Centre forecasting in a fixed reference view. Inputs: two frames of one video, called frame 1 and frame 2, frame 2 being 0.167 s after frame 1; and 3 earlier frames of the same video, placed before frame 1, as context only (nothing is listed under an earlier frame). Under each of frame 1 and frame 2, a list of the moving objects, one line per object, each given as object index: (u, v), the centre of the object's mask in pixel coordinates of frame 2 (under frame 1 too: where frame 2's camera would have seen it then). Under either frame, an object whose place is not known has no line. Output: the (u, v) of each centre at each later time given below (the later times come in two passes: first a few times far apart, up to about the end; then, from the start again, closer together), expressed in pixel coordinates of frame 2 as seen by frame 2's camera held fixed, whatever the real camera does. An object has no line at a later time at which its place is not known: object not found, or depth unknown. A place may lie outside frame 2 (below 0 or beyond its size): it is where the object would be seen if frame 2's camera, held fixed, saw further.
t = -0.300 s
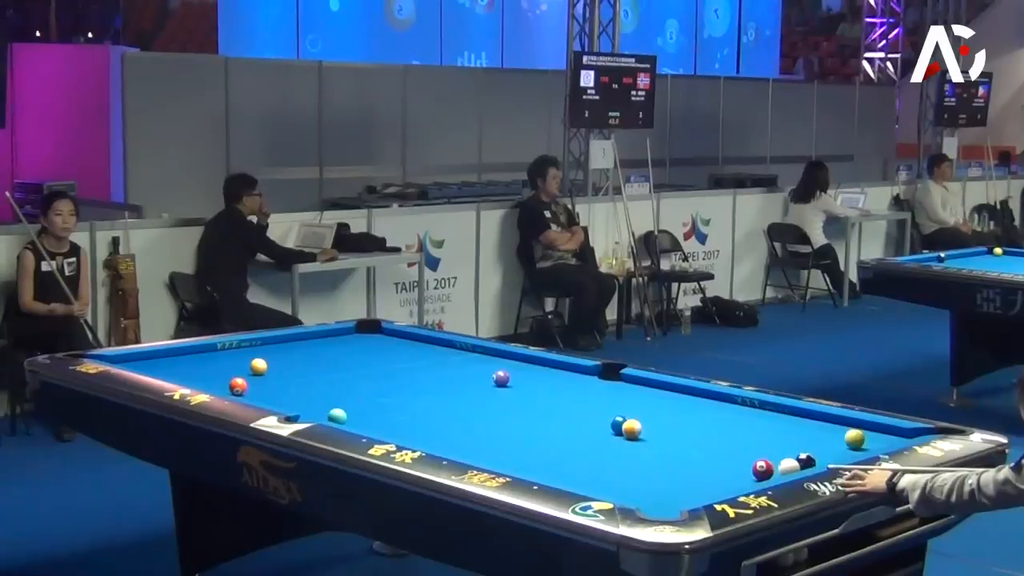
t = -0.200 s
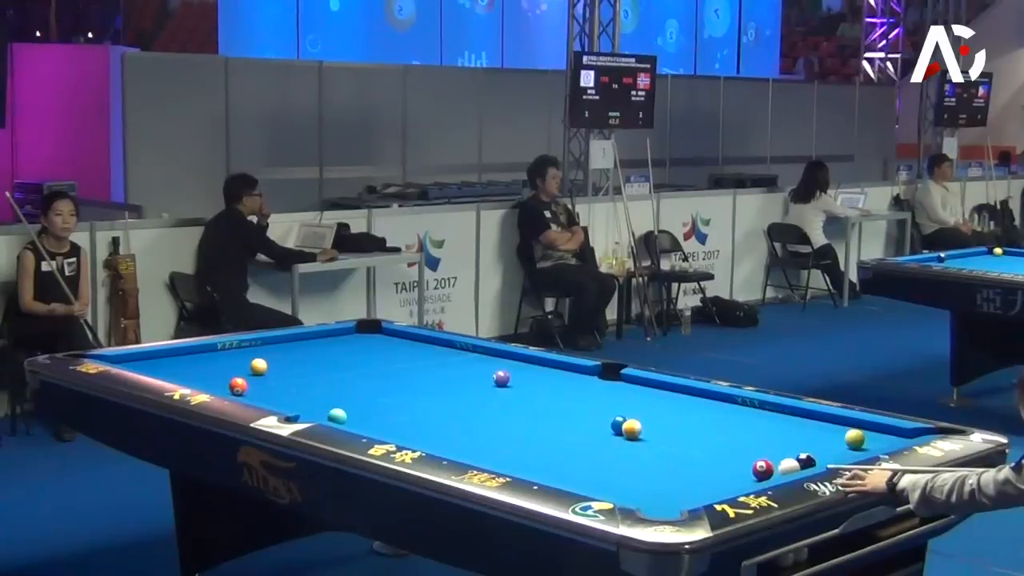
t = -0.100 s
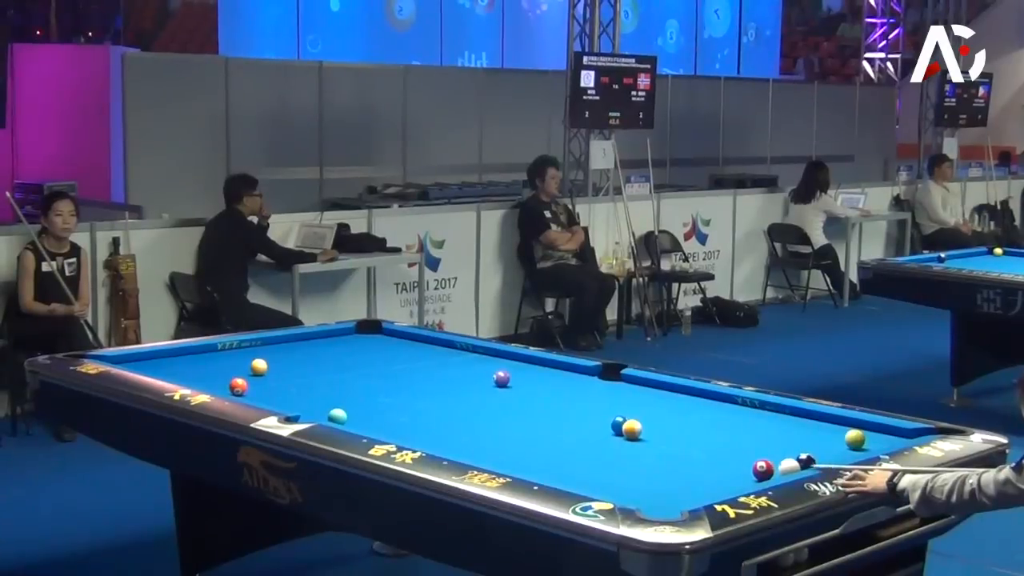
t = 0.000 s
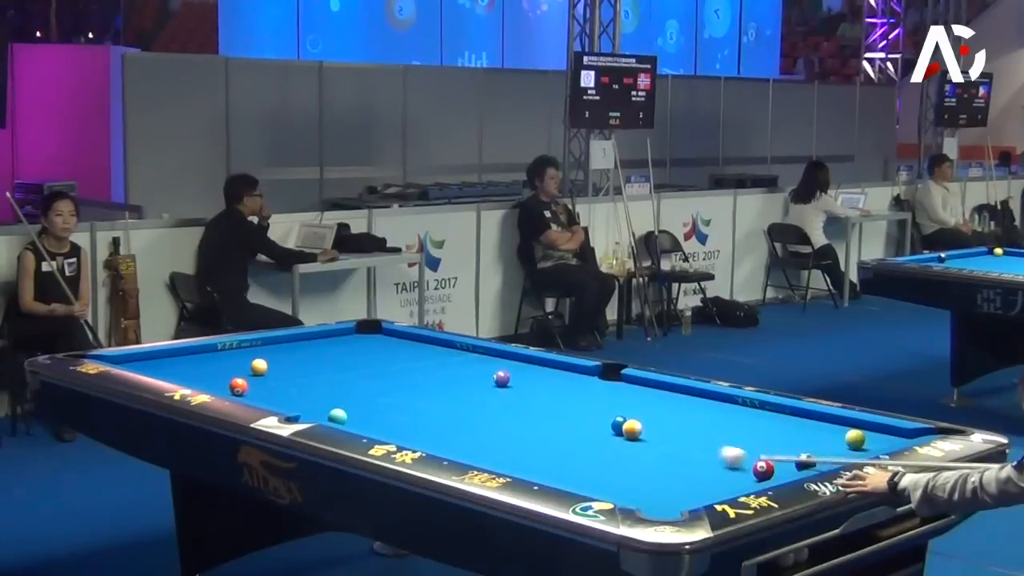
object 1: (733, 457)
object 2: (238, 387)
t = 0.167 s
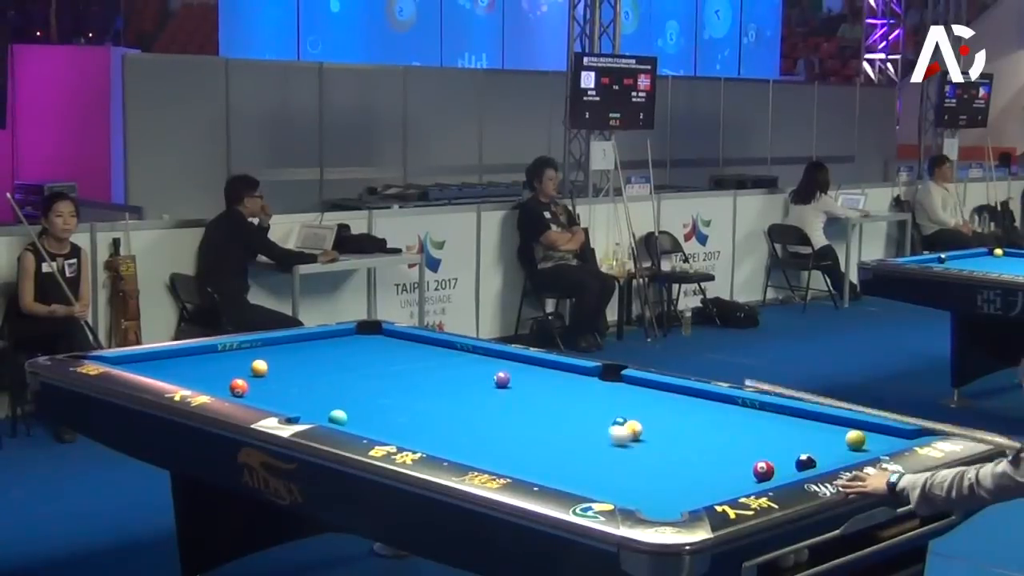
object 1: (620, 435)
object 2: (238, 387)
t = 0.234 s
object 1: (579, 426)
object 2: (238, 387)
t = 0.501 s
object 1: (432, 397)
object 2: (238, 387)
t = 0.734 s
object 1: (323, 375)
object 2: (238, 387)
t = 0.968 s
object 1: (227, 355)
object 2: (238, 387)
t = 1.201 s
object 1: (224, 359)
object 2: (238, 387)
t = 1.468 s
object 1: (237, 371)
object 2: (238, 387)
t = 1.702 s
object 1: (227, 381)
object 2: (239, 388)
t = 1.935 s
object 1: (209, 387)
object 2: (249, 390)
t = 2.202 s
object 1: (233, 388)
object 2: (264, 393)
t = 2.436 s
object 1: (253, 388)
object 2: (276, 396)
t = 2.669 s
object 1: (272, 387)
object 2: (287, 398)
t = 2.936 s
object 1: (292, 385)
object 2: (299, 401)
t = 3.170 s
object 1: (308, 385)
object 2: (308, 403)
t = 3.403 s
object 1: (323, 384)
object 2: (317, 404)
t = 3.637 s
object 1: (336, 383)
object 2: (324, 406)
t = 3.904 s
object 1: (350, 383)
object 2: (329, 407)
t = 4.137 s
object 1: (360, 382)
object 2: (335, 406)
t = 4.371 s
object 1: (370, 382)
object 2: (341, 407)
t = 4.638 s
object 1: (378, 381)
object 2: (346, 409)
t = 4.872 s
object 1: (385, 381)
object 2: (349, 411)
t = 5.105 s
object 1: (390, 381)
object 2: (351, 412)
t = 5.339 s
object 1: (394, 380)
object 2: (352, 413)
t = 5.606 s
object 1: (396, 381)
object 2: (352, 413)
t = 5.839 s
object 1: (398, 381)
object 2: (352, 413)
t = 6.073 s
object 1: (398, 380)
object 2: (352, 413)
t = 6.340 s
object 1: (397, 381)
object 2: (352, 413)
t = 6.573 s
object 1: (397, 381)
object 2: (352, 413)
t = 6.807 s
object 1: (397, 381)
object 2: (352, 413)
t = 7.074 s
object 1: (397, 381)
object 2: (352, 413)
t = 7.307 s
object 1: (397, 381)
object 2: (352, 413)
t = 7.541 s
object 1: (397, 381)
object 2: (352, 413)
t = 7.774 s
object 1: (398, 381)
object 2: (352, 413)
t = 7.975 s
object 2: (352, 413)
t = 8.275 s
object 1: (397, 380)
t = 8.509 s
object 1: (398, 380)
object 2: (352, 413)
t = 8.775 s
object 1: (398, 380)
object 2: (352, 413)
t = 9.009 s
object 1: (398, 380)
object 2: (352, 413)
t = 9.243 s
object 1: (398, 381)
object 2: (352, 413)
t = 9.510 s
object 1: (398, 381)
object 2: (352, 413)
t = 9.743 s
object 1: (398, 380)
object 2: (352, 413)
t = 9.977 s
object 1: (397, 380)
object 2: (352, 413)
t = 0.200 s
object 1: (599, 431)
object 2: (238, 387)
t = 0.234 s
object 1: (579, 426)
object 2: (238, 387)
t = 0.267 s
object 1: (559, 423)
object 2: (238, 387)
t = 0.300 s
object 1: (540, 419)
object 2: (238, 387)
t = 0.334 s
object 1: (521, 415)
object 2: (238, 387)
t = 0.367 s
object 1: (502, 411)
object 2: (238, 387)
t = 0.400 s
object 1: (484, 407)
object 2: (238, 387)
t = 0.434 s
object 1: (466, 404)
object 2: (238, 387)
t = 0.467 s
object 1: (449, 400)
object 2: (238, 387)
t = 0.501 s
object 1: (432, 397)
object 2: (238, 387)
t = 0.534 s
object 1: (416, 394)
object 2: (238, 387)
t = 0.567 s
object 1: (399, 390)
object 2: (238, 387)
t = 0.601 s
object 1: (383, 387)
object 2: (238, 387)
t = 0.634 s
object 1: (368, 384)
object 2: (238, 387)
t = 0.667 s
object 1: (353, 381)
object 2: (238, 387)
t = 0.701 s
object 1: (338, 378)
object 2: (238, 387)
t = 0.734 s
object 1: (323, 375)
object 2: (238, 387)
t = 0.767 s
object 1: (309, 371)
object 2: (238, 387)
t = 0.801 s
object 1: (295, 369)
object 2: (238, 387)
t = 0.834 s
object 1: (281, 366)
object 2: (238, 387)
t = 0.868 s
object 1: (269, 362)
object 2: (238, 387)
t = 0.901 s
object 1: (252, 358)
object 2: (238, 387)
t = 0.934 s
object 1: (240, 358)
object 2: (238, 387)
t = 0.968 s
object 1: (227, 355)
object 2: (238, 387)
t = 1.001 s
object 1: (215, 353)
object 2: (238, 387)
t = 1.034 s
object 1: (203, 350)
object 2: (238, 387)
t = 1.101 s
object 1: (207, 353)
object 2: (238, 387)
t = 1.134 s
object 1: (213, 355)
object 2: (238, 387)
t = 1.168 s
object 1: (219, 357)
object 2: (238, 387)
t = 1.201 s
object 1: (224, 359)
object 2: (238, 387)
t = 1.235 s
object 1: (229, 361)
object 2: (238, 387)
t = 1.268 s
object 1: (234, 363)
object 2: (238, 387)
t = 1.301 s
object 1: (239, 365)
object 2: (238, 387)
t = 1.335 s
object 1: (243, 367)
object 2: (238, 387)
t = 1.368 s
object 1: (241, 368)
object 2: (238, 387)
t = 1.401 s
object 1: (239, 369)
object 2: (238, 387)
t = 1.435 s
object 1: (238, 370)
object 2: (238, 387)
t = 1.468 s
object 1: (237, 371)
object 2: (238, 387)
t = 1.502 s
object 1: (235, 372)
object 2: (238, 387)
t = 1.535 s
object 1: (234, 373)
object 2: (238, 387)
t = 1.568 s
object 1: (232, 375)
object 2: (239, 387)
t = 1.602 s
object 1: (231, 376)
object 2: (239, 388)
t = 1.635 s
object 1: (230, 377)
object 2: (239, 388)
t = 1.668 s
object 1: (228, 380)
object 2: (239, 388)
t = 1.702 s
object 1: (227, 381)
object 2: (239, 388)
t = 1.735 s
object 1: (225, 383)
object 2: (239, 388)
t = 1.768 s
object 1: (225, 384)
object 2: (239, 387)
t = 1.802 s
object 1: (222, 384)
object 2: (241, 388)
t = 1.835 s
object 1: (219, 384)
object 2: (244, 388)
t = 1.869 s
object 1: (216, 386)
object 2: (246, 389)
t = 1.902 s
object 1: (212, 386)
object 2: (247, 389)
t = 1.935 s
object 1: (209, 387)
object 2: (249, 390)
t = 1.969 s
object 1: (211, 387)
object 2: (251, 390)
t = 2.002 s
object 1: (214, 387)
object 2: (253, 391)
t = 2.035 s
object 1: (218, 387)
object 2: (255, 391)
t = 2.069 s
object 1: (221, 387)
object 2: (257, 391)
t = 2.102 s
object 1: (224, 387)
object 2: (259, 392)
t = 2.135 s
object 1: (227, 387)
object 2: (260, 392)
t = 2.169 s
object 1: (230, 387)
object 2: (262, 393)
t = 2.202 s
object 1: (233, 388)
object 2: (264, 393)
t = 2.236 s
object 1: (236, 388)
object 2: (266, 394)
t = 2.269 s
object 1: (239, 388)
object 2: (268, 394)
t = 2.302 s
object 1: (242, 388)
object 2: (269, 394)
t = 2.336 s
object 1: (244, 388)
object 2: (271, 395)
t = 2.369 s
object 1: (248, 388)
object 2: (273, 395)
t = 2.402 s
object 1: (250, 388)
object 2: (274, 395)
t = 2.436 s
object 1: (253, 388)
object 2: (276, 396)
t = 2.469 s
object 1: (256, 388)
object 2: (278, 396)
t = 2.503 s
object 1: (259, 387)
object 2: (279, 396)
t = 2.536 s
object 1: (262, 387)
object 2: (281, 397)
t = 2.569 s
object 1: (264, 387)
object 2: (283, 397)
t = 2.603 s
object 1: (267, 387)
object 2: (284, 398)
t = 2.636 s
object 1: (270, 387)
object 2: (286, 398)
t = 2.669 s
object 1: (272, 387)
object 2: (287, 398)
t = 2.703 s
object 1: (275, 386)
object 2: (289, 398)
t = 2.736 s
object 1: (277, 386)
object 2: (291, 399)
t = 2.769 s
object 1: (280, 386)
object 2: (292, 399)
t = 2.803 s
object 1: (283, 386)
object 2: (294, 399)
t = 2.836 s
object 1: (285, 386)
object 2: (295, 400)
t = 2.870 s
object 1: (287, 385)
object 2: (296, 400)
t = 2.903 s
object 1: (290, 385)
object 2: (298, 400)
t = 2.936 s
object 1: (292, 385)
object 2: (299, 401)
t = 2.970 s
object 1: (294, 385)
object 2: (300, 401)
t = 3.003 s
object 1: (297, 385)
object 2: (302, 401)
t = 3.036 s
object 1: (300, 384)
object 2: (303, 402)
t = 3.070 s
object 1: (302, 384)
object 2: (305, 402)
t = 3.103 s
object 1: (304, 385)
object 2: (306, 402)
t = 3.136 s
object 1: (306, 385)
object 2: (307, 403)
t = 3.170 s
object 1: (308, 385)
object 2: (308, 403)
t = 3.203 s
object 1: (311, 384)
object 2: (309, 403)
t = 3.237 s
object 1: (313, 385)
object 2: (311, 403)
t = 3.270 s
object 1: (315, 385)
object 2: (312, 404)
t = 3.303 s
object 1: (317, 384)
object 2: (313, 404)
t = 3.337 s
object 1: (319, 384)
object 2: (314, 404)
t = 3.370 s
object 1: (321, 384)
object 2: (315, 404)
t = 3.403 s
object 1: (323, 384)
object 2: (317, 404)
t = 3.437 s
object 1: (325, 384)
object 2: (318, 405)
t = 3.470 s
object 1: (327, 384)
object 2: (319, 405)
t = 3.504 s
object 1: (329, 384)
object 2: (320, 406)
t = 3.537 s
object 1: (331, 383)
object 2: (321, 406)
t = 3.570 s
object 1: (333, 383)
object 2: (322, 406)
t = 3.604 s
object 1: (335, 383)
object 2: (323, 406)
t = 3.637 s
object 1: (336, 383)
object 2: (324, 406)
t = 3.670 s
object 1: (338, 383)
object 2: (324, 407)
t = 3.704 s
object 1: (340, 383)
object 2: (325, 407)
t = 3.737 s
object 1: (342, 383)
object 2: (326, 407)
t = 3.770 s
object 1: (343, 383)
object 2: (326, 407)
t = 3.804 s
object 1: (345, 383)
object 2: (327, 407)
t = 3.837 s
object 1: (347, 383)
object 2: (328, 407)
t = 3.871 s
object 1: (349, 383)
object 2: (328, 407)
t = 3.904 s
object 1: (350, 383)
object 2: (329, 407)
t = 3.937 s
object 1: (351, 382)
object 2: (330, 407)
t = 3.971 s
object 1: (353, 382)
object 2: (331, 407)
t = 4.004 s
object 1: (355, 382)
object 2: (331, 407)
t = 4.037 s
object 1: (356, 382)
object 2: (332, 407)
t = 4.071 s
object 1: (358, 382)
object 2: (333, 407)
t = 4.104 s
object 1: (359, 382)
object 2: (334, 406)
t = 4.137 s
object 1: (360, 382)
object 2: (335, 406)
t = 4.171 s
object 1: (362, 382)
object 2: (336, 406)
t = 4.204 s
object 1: (363, 382)
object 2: (337, 407)
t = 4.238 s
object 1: (365, 382)
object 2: (337, 406)
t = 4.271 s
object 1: (366, 382)
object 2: (338, 407)
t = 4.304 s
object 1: (367, 382)
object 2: (339, 407)
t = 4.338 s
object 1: (368, 382)
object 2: (340, 407)
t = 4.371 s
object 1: (370, 382)
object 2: (341, 407)
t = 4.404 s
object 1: (371, 382)
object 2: (342, 408)
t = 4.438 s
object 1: (372, 382)
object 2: (343, 407)
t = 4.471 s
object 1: (373, 381)
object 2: (344, 408)
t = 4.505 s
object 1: (374, 381)
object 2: (344, 408)
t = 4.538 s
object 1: (375, 381)
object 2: (345, 409)
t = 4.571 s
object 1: (376, 381)
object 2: (345, 409)
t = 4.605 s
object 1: (377, 381)
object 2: (346, 409)
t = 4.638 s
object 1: (378, 381)
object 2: (346, 409)
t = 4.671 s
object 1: (379, 381)
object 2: (347, 410)
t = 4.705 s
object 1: (380, 381)
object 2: (348, 410)
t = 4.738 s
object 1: (381, 381)
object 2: (348, 410)
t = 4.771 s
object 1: (382, 381)
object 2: (348, 411)
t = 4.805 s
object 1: (383, 381)
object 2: (349, 411)
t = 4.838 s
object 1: (384, 381)
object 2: (349, 411)
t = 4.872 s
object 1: (385, 381)
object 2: (349, 411)
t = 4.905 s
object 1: (386, 381)
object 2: (349, 411)
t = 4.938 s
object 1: (386, 381)
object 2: (350, 412)
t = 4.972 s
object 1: (387, 381)
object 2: (350, 412)
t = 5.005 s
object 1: (388, 381)
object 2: (350, 412)
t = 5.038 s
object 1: (388, 381)
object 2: (350, 412)
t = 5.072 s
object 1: (389, 381)
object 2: (350, 412)
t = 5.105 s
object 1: (390, 381)
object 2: (351, 412)
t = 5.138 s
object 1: (391, 381)
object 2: (351, 412)
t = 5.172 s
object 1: (391, 381)
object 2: (351, 412)
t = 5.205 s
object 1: (392, 381)
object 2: (351, 412)
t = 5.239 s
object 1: (392, 381)
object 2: (351, 412)
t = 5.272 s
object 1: (393, 381)
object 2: (351, 413)
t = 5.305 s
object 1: (393, 381)
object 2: (351, 413)
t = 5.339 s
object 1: (394, 380)
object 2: (352, 413)
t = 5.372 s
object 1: (394, 381)
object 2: (352, 413)
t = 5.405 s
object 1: (394, 381)
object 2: (352, 413)
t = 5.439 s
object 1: (395, 381)
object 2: (352, 413)
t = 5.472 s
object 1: (395, 381)
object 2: (352, 413)
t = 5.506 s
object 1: (396, 381)
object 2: (352, 413)
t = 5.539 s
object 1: (396, 380)
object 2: (352, 413)
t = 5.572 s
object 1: (396, 380)
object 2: (352, 413)
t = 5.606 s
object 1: (396, 381)
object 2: (352, 413)
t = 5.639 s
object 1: (397, 381)
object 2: (352, 413)
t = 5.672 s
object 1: (397, 381)
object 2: (352, 413)
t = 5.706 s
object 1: (397, 381)
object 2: (352, 413)
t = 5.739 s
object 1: (398, 381)
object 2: (352, 413)
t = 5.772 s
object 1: (398, 381)
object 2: (352, 413)
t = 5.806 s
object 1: (398, 381)
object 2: (352, 413)
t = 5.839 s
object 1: (398, 381)
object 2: (352, 413)
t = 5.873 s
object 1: (398, 381)
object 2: (352, 413)
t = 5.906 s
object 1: (398, 381)
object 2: (352, 413)
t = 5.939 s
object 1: (398, 381)
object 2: (352, 413)
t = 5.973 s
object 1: (398, 380)
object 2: (352, 413)
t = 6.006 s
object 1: (398, 381)
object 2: (352, 413)
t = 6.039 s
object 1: (398, 381)
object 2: (352, 413)
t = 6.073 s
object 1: (398, 380)
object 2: (352, 413)
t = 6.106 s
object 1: (398, 380)
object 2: (352, 413)
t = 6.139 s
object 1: (398, 380)
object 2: (352, 413)
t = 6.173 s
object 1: (398, 380)
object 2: (352, 413)
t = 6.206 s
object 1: (398, 380)
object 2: (352, 413)
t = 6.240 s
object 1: (398, 380)
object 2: (352, 413)
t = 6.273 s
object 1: (397, 381)
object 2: (352, 413)
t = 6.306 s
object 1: (397, 380)
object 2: (352, 413)
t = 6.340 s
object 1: (397, 381)
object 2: (352, 413)
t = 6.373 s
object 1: (397, 380)
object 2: (352, 413)
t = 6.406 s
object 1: (397, 380)
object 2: (352, 413)
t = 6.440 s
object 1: (397, 381)
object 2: (352, 413)
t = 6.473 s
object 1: (397, 381)
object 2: (352, 413)
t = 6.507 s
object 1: (397, 381)
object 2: (352, 413)
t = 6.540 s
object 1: (397, 381)
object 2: (352, 413)
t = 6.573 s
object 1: (397, 381)
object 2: (352, 413)
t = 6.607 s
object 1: (397, 381)
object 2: (352, 413)
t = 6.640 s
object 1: (397, 381)
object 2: (352, 413)
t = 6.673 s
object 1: (397, 381)
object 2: (352, 413)
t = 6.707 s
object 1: (397, 381)
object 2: (352, 413)
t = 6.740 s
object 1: (397, 381)
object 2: (352, 413)
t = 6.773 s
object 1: (397, 381)
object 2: (352, 413)
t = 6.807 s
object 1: (397, 381)
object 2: (352, 413)
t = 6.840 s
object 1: (397, 381)
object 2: (352, 413)
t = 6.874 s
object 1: (397, 381)
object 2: (352, 413)
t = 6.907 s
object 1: (397, 381)
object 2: (352, 413)
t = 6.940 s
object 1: (397, 381)
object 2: (352, 413)
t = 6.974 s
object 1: (397, 381)
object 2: (352, 413)
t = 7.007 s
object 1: (397, 381)
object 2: (352, 413)
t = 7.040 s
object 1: (397, 381)
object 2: (352, 413)
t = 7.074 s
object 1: (397, 381)
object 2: (352, 413)
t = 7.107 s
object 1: (398, 381)
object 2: (352, 413)
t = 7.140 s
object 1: (397, 381)
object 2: (352, 413)
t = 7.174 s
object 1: (398, 381)
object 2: (352, 413)
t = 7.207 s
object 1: (397, 381)
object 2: (352, 413)
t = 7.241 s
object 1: (398, 381)
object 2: (352, 413)
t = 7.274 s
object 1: (397, 381)
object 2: (352, 413)
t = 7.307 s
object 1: (397, 381)
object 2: (352, 413)
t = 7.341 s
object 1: (397, 381)
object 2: (352, 413)
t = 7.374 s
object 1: (397, 381)
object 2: (352, 413)
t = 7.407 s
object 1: (397, 381)
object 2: (352, 413)
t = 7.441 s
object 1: (397, 381)
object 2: (352, 413)
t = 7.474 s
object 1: (397, 381)
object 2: (352, 413)
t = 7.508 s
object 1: (397, 381)
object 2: (352, 413)
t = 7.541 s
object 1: (397, 381)
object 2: (352, 413)
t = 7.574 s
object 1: (397, 381)
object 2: (352, 413)
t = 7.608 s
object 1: (397, 381)
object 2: (352, 413)
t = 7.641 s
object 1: (398, 381)
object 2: (352, 413)
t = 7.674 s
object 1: (397, 381)
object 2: (352, 413)
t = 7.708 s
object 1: (398, 381)
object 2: (352, 413)
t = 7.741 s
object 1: (398, 381)
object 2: (352, 413)
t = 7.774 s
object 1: (398, 381)
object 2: (352, 413)
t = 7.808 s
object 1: (398, 381)
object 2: (352, 412)
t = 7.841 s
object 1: (398, 381)
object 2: (352, 413)
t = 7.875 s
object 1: (397, 381)
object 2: (352, 413)
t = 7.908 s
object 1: (393, 378)
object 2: (352, 413)
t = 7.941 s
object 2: (352, 413)
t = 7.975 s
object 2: (352, 413)
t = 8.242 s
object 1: (400, 379)
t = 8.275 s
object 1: (397, 380)
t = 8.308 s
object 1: (397, 380)
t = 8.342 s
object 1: (397, 380)
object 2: (354, 413)
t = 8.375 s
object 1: (397, 380)
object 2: (353, 412)
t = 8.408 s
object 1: (398, 380)
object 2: (352, 413)
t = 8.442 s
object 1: (398, 380)
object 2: (352, 413)
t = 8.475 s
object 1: (397, 380)
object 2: (352, 413)
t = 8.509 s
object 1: (398, 380)
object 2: (352, 413)
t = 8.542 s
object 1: (397, 380)
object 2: (352, 413)
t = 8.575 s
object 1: (397, 380)
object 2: (352, 413)
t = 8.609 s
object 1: (397, 380)
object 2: (352, 413)
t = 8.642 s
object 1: (398, 380)
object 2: (352, 413)
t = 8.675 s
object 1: (397, 380)
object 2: (352, 413)
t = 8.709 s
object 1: (398, 380)
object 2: (352, 413)
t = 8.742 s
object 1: (398, 380)
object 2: (352, 413)
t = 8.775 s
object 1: (398, 380)
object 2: (352, 413)
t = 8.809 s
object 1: (397, 380)
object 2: (352, 413)
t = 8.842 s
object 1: (397, 380)
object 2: (352, 413)
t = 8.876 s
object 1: (398, 380)
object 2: (352, 413)
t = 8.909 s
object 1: (397, 380)
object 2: (352, 413)
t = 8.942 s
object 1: (398, 380)
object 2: (352, 413)
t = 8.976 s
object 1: (398, 380)
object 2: (352, 413)
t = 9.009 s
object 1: (398, 380)
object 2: (352, 413)
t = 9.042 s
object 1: (398, 380)
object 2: (352, 413)
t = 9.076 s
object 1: (398, 380)
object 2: (352, 413)
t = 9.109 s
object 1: (398, 380)
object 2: (352, 413)
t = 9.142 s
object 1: (398, 380)
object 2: (352, 413)
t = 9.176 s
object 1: (398, 380)
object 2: (352, 413)
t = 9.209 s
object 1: (398, 381)
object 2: (352, 413)
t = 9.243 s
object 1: (398, 381)
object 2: (352, 413)
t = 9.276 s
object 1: (398, 381)
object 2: (352, 413)
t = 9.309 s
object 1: (398, 380)
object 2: (352, 413)
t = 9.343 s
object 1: (398, 381)
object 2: (352, 413)
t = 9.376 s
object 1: (398, 381)
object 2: (352, 413)
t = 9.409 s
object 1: (398, 381)
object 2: (352, 413)
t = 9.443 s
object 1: (398, 381)
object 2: (352, 413)
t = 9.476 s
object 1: (398, 381)
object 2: (352, 413)
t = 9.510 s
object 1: (398, 381)
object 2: (352, 413)
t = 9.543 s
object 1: (398, 380)
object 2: (352, 413)
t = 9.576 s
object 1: (398, 380)
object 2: (352, 413)
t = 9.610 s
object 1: (398, 380)
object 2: (352, 413)
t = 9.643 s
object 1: (398, 380)
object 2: (352, 413)
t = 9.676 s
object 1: (398, 381)
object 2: (352, 413)
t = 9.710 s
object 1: (398, 380)
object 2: (352, 413)
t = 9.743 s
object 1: (398, 380)
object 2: (352, 413)
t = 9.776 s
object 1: (397, 380)
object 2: (352, 413)
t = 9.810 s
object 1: (398, 380)
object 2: (352, 413)
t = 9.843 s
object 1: (397, 380)
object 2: (352, 413)
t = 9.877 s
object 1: (398, 380)
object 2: (352, 413)
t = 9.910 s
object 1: (398, 380)
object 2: (352, 413)
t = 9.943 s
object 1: (398, 380)
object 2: (352, 413)
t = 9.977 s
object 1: (397, 380)
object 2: (352, 413)
